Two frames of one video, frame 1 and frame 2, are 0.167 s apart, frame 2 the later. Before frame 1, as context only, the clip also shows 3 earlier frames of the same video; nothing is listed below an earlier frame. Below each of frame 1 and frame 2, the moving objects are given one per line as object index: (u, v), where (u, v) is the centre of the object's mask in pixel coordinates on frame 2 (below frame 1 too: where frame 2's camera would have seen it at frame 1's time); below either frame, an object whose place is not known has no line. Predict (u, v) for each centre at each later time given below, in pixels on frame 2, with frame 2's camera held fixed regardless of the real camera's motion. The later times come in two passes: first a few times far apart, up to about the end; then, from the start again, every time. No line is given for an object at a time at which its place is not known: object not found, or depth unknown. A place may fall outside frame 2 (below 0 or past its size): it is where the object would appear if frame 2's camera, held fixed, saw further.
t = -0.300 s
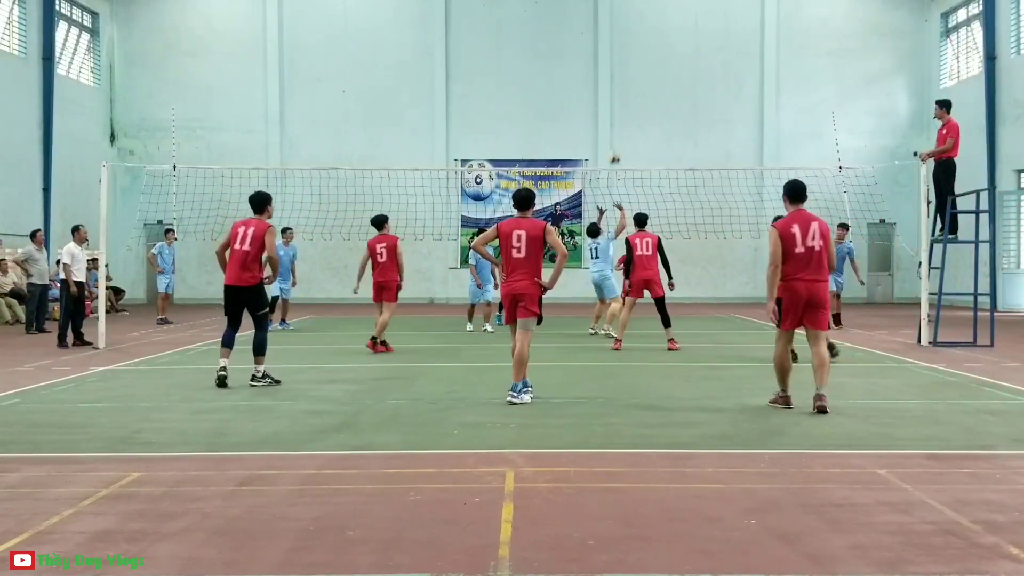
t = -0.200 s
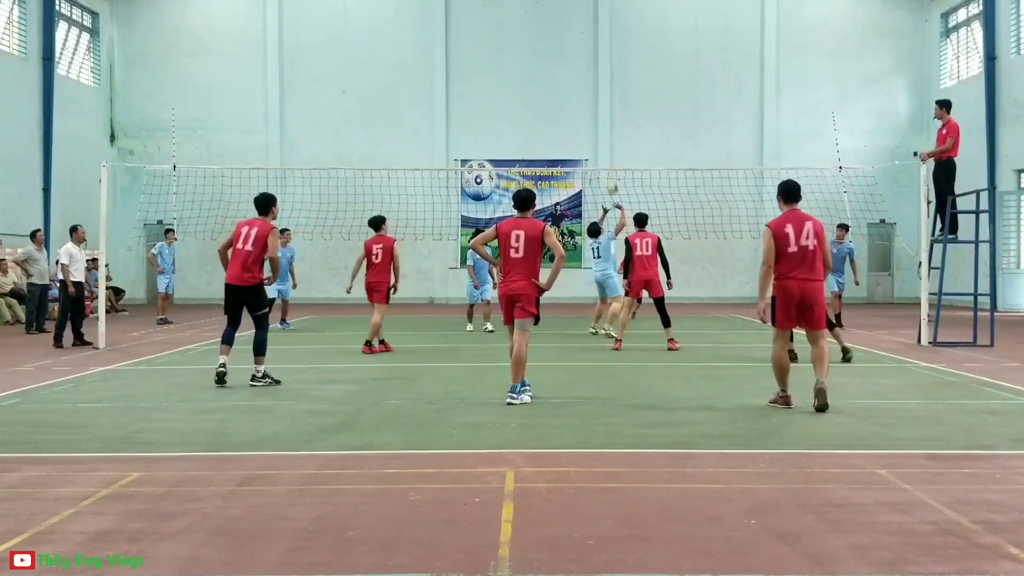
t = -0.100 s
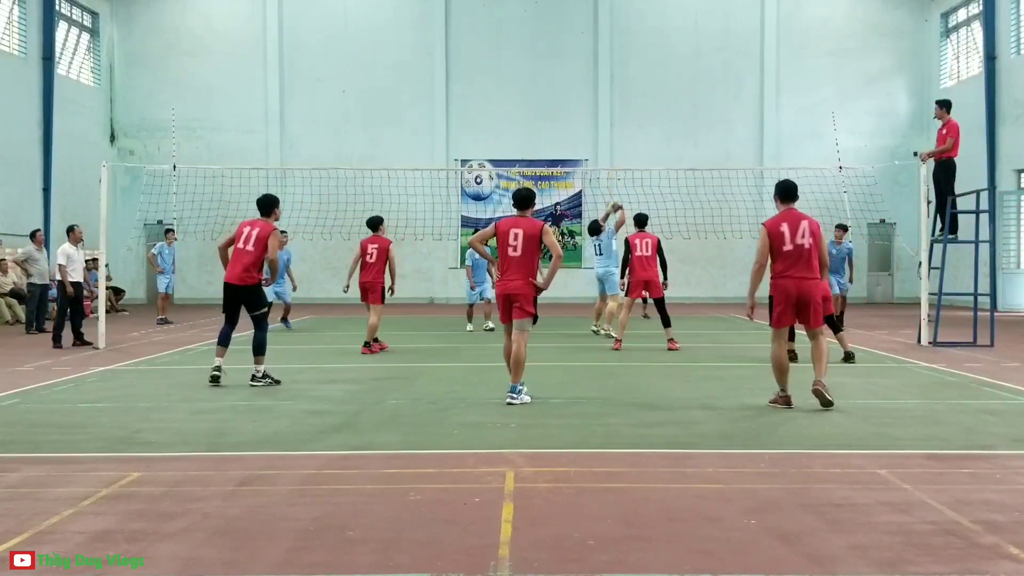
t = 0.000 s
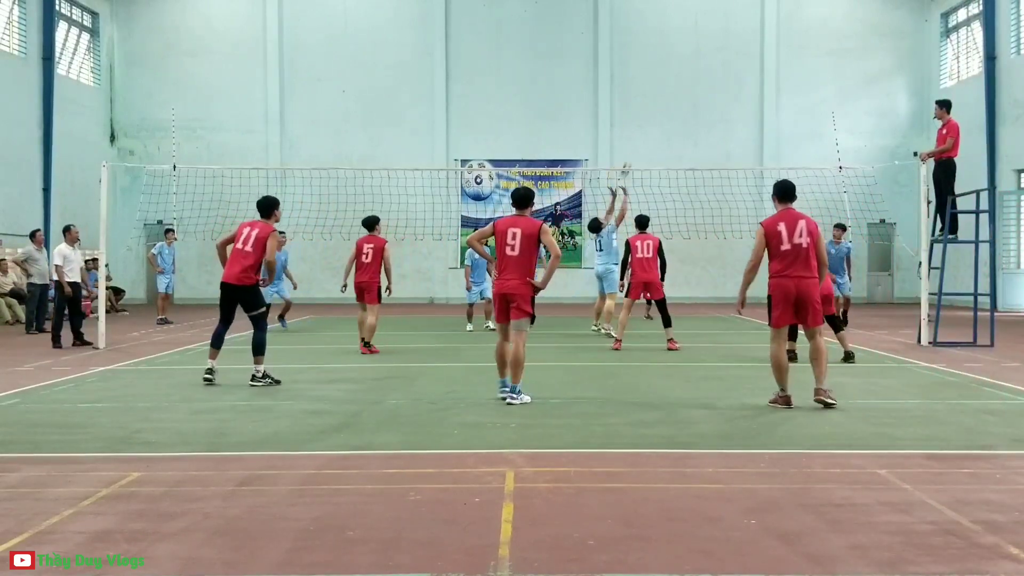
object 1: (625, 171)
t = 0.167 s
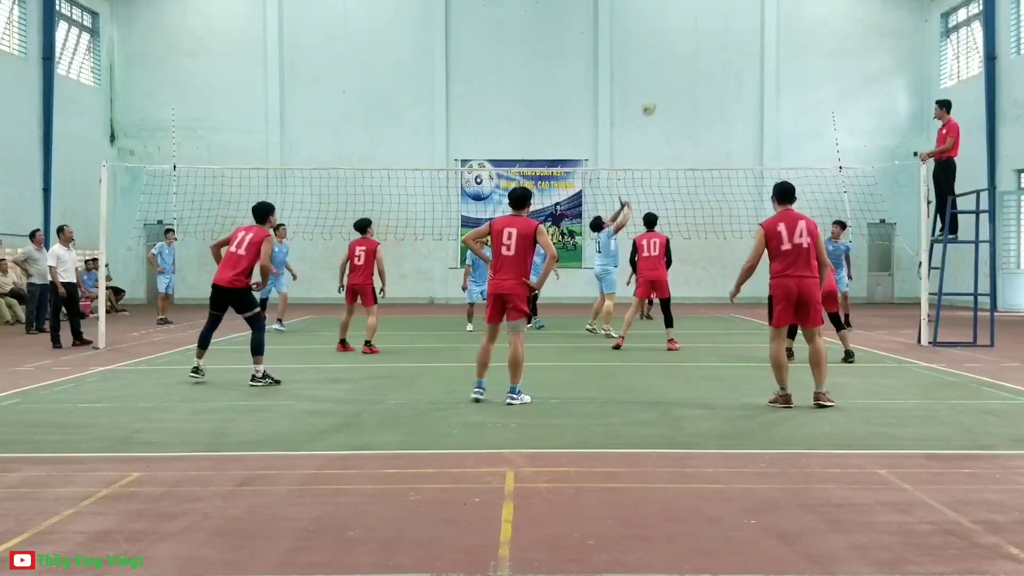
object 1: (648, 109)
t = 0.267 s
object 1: (664, 83)
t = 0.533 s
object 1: (703, 43)
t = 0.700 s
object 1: (727, 43)
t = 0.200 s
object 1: (654, 100)
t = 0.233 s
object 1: (658, 91)
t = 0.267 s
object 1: (664, 83)
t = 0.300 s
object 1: (669, 75)
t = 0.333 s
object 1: (674, 68)
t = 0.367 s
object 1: (679, 62)
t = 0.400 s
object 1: (684, 57)
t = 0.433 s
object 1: (688, 52)
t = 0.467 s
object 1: (693, 48)
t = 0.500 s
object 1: (698, 45)
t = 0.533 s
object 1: (703, 43)
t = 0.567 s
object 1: (708, 42)
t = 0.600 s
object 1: (712, 41)
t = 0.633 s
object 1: (717, 41)
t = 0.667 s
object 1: (722, 42)
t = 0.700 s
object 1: (727, 43)
